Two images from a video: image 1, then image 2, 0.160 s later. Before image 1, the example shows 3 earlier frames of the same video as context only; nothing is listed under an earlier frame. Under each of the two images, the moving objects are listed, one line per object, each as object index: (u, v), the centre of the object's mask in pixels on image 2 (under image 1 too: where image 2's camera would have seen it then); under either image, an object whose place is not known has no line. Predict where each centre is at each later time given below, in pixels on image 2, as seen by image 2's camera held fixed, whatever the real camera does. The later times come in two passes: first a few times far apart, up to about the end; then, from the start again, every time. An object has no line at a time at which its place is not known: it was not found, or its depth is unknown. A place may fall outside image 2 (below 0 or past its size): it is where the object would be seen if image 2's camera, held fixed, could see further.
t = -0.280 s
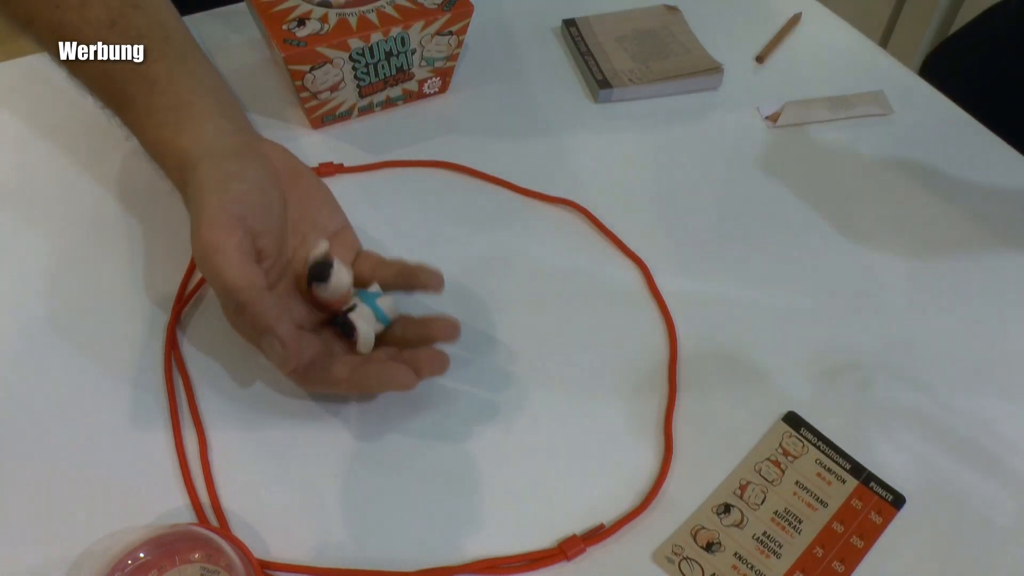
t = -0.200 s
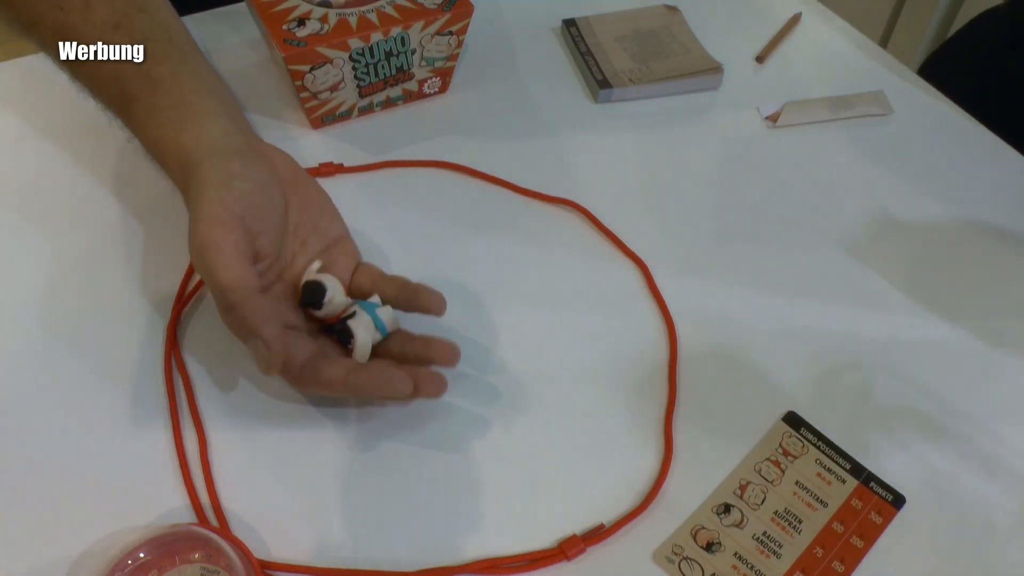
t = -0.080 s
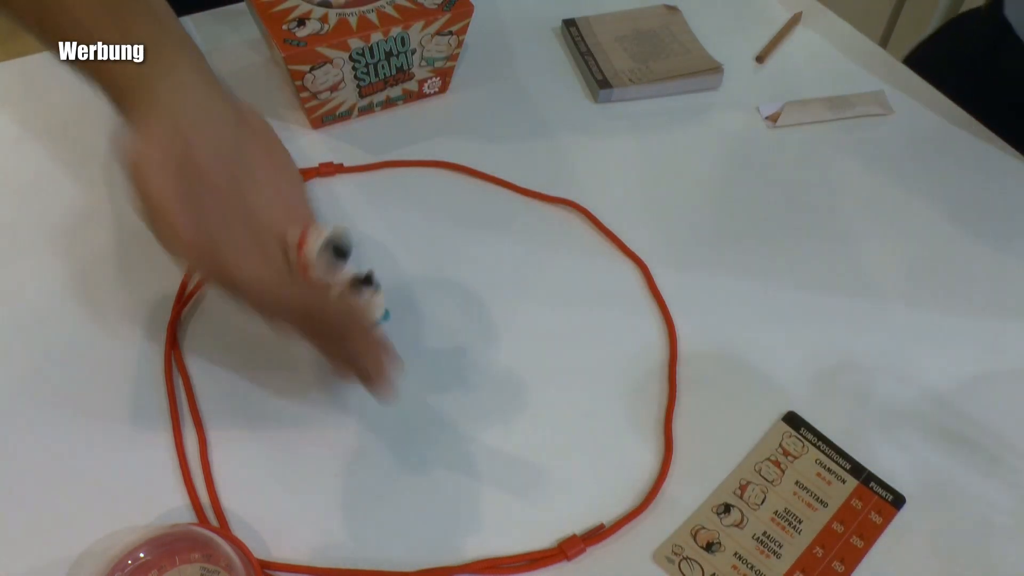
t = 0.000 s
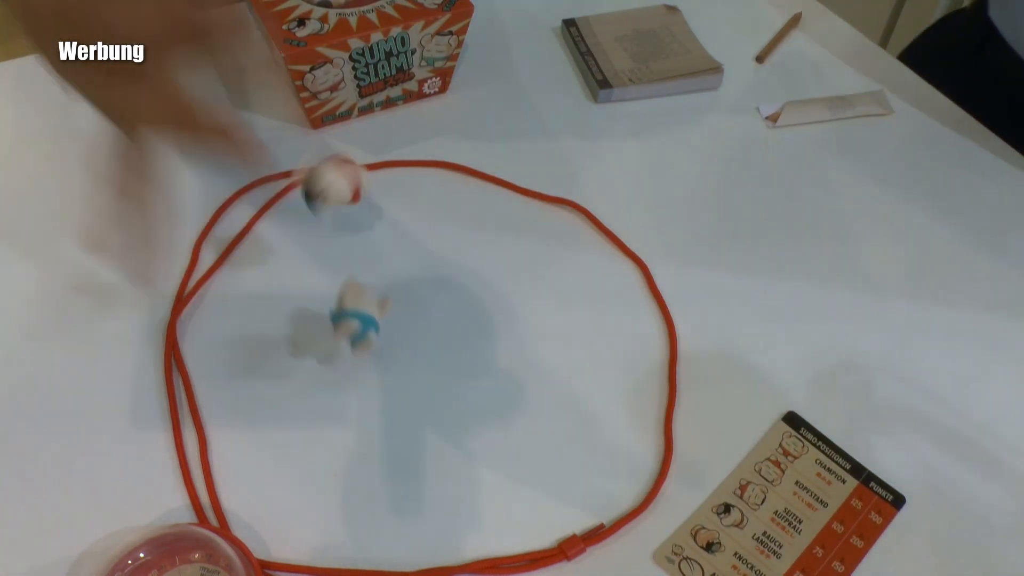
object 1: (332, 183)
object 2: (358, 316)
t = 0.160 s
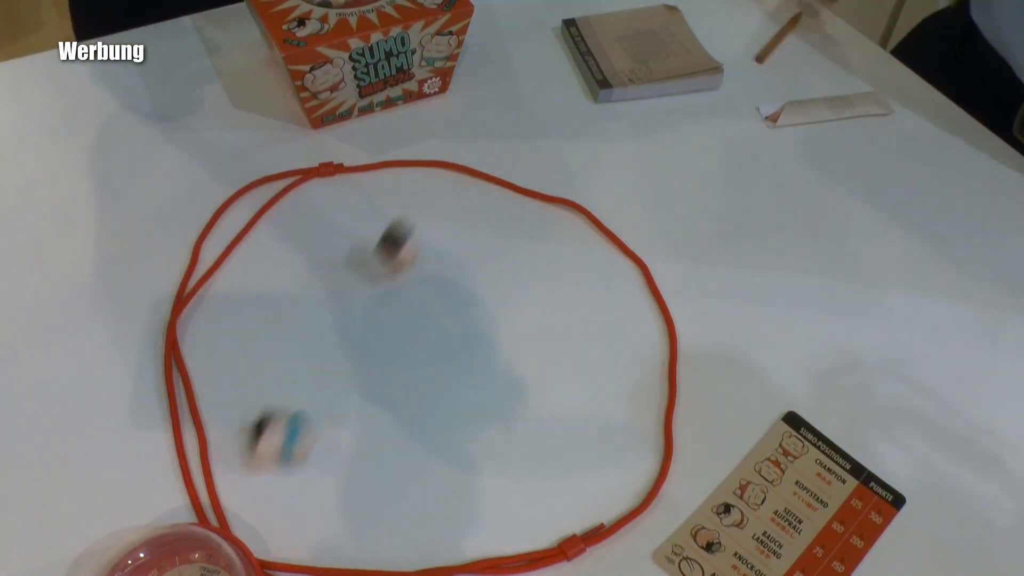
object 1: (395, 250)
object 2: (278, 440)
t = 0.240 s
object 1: (459, 196)
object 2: (251, 483)
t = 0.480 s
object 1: (568, 218)
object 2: (242, 494)
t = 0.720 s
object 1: (560, 224)
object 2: (242, 494)
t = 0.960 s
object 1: (560, 224)
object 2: (242, 494)
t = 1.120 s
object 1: (560, 224)
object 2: (242, 494)
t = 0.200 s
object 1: (427, 213)
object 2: (264, 461)
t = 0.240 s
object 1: (459, 196)
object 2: (251, 483)
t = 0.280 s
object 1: (488, 200)
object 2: (242, 493)
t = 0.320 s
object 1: (512, 220)
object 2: (242, 494)
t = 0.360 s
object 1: (530, 212)
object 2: (242, 494)
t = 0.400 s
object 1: (554, 216)
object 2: (242, 494)
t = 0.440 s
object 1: (564, 217)
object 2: (242, 494)
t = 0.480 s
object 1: (568, 218)
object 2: (242, 494)
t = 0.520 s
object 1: (566, 221)
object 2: (242, 494)
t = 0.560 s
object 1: (561, 224)
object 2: (242, 494)
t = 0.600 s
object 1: (560, 224)
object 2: (242, 494)
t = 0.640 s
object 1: (560, 224)
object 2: (242, 494)
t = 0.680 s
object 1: (560, 224)
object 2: (242, 494)
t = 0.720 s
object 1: (560, 224)
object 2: (242, 494)
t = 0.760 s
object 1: (560, 224)
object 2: (242, 494)
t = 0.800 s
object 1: (560, 224)
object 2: (242, 494)
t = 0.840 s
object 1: (559, 224)
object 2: (242, 494)
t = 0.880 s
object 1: (559, 224)
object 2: (242, 494)
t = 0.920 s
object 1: (559, 224)
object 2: (242, 494)
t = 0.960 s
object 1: (560, 224)
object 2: (242, 494)
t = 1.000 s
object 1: (560, 224)
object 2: (242, 494)
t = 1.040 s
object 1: (560, 224)
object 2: (242, 494)
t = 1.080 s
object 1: (560, 224)
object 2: (242, 494)
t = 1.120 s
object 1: (560, 224)
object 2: (242, 494)
